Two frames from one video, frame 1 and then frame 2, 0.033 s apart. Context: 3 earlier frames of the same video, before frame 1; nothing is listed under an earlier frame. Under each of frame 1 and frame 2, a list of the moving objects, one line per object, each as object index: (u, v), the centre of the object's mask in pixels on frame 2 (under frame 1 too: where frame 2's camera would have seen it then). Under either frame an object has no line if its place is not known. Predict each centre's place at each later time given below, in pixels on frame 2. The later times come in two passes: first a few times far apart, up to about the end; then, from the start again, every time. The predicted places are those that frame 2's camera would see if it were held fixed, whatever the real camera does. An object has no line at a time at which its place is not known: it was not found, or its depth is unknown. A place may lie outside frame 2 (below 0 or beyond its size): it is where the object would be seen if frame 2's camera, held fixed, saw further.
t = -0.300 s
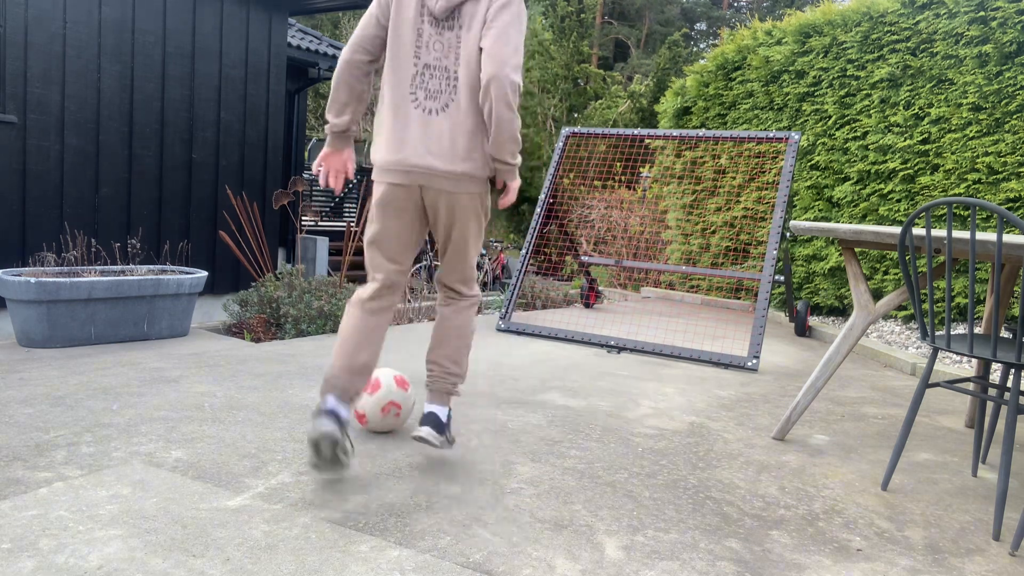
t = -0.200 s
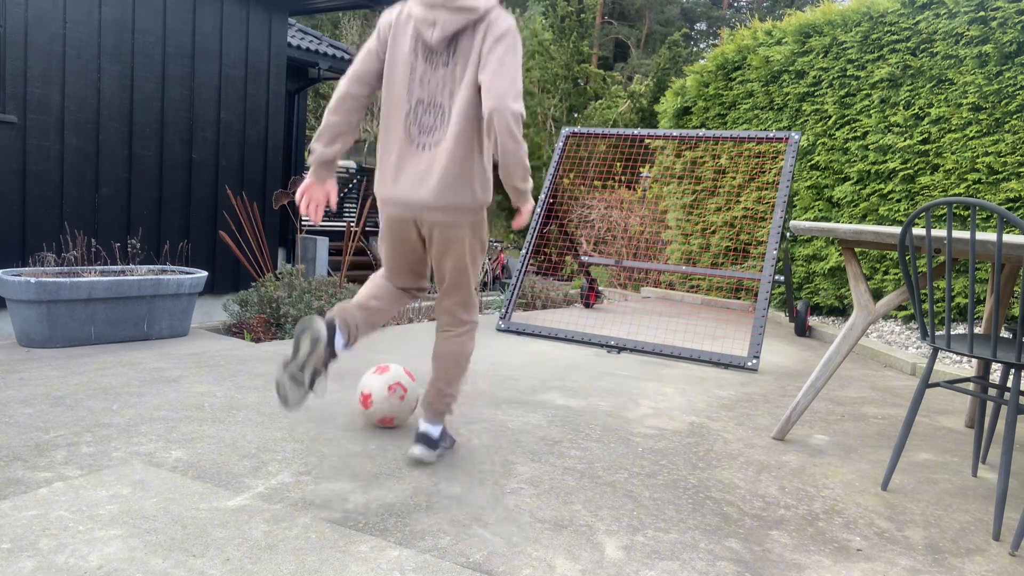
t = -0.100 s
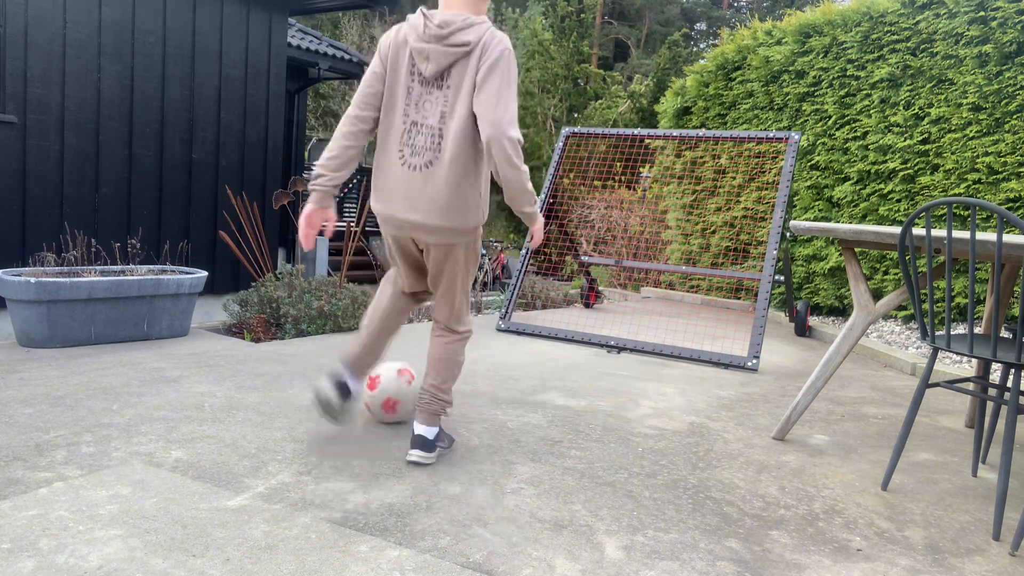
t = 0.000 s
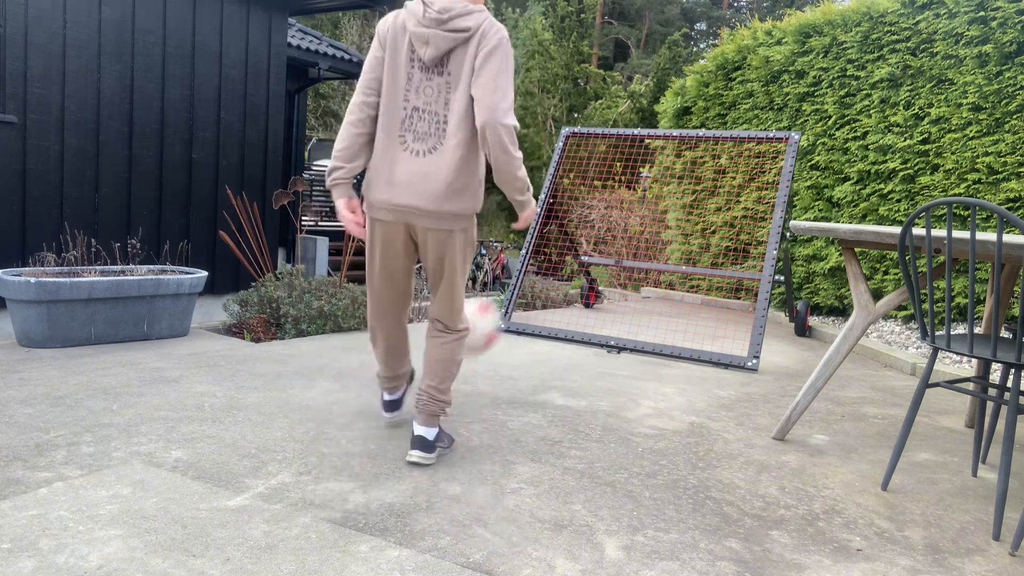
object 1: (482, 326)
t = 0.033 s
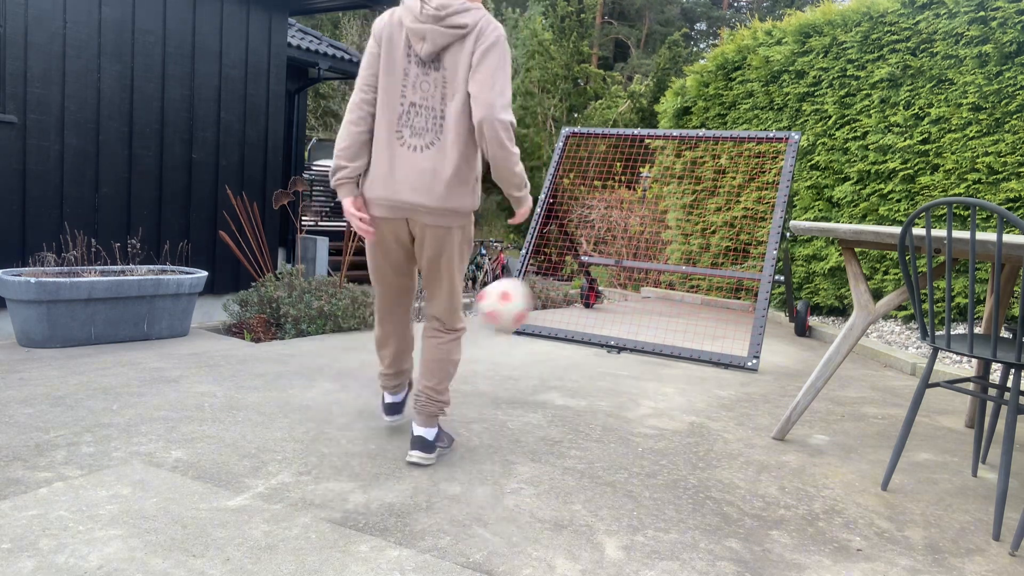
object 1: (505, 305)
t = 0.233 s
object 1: (638, 252)
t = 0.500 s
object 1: (662, 243)
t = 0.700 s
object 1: (617, 307)
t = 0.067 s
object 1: (532, 287)
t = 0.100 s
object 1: (557, 276)
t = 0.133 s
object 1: (579, 265)
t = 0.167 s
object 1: (601, 258)
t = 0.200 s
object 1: (621, 253)
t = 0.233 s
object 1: (638, 252)
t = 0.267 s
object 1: (654, 251)
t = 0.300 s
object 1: (670, 254)
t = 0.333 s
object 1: (682, 257)
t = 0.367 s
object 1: (680, 252)
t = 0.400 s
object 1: (676, 247)
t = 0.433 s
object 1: (672, 244)
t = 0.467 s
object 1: (668, 243)
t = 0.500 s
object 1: (662, 243)
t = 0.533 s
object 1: (656, 246)
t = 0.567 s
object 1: (650, 253)
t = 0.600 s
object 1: (642, 261)
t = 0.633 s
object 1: (634, 272)
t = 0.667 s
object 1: (626, 288)
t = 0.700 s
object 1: (617, 307)
